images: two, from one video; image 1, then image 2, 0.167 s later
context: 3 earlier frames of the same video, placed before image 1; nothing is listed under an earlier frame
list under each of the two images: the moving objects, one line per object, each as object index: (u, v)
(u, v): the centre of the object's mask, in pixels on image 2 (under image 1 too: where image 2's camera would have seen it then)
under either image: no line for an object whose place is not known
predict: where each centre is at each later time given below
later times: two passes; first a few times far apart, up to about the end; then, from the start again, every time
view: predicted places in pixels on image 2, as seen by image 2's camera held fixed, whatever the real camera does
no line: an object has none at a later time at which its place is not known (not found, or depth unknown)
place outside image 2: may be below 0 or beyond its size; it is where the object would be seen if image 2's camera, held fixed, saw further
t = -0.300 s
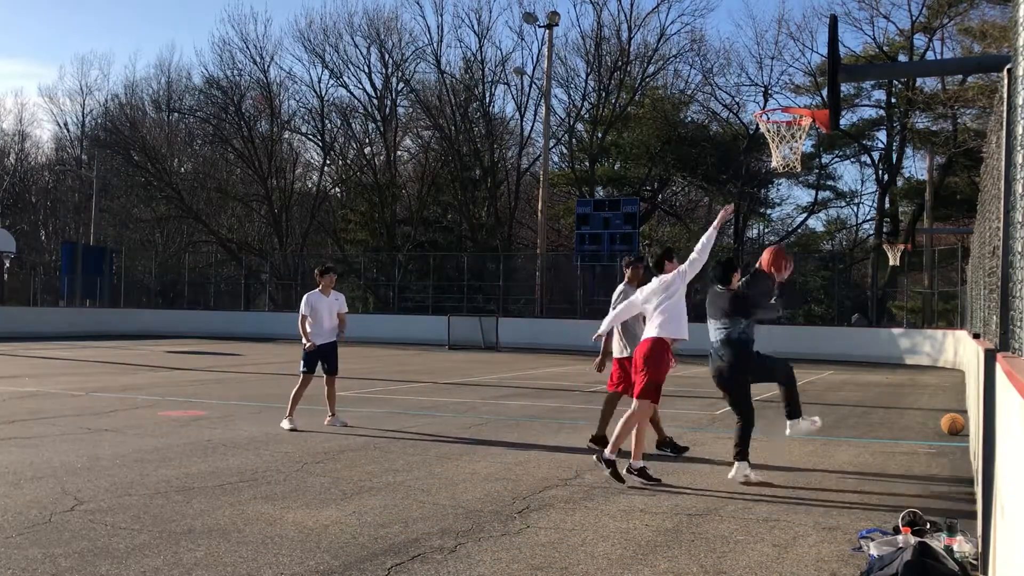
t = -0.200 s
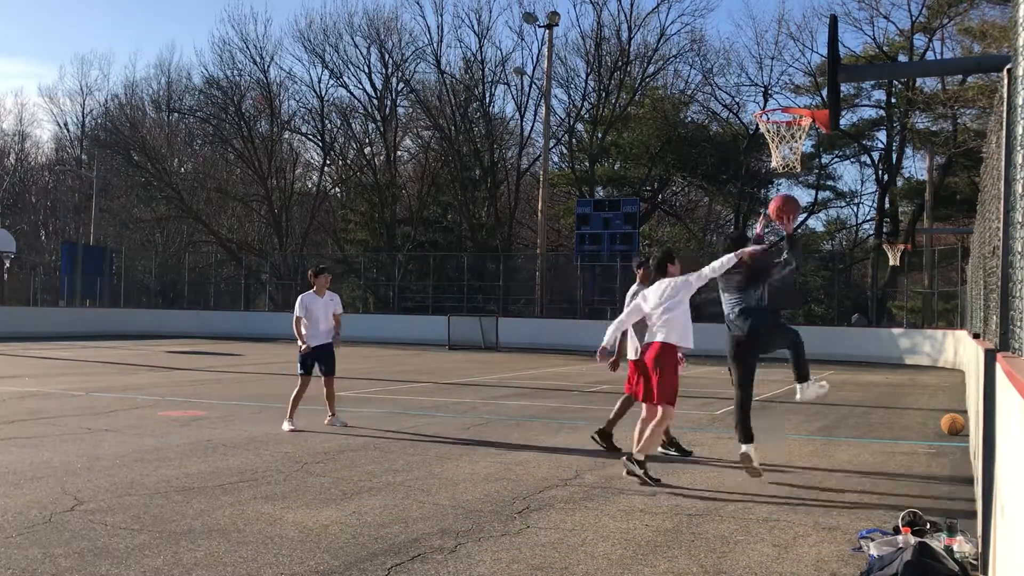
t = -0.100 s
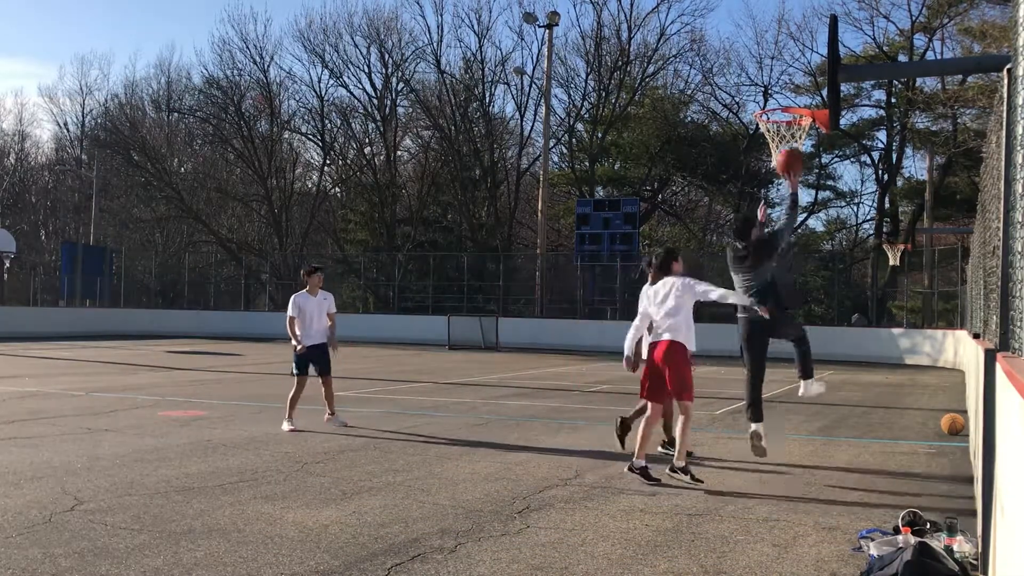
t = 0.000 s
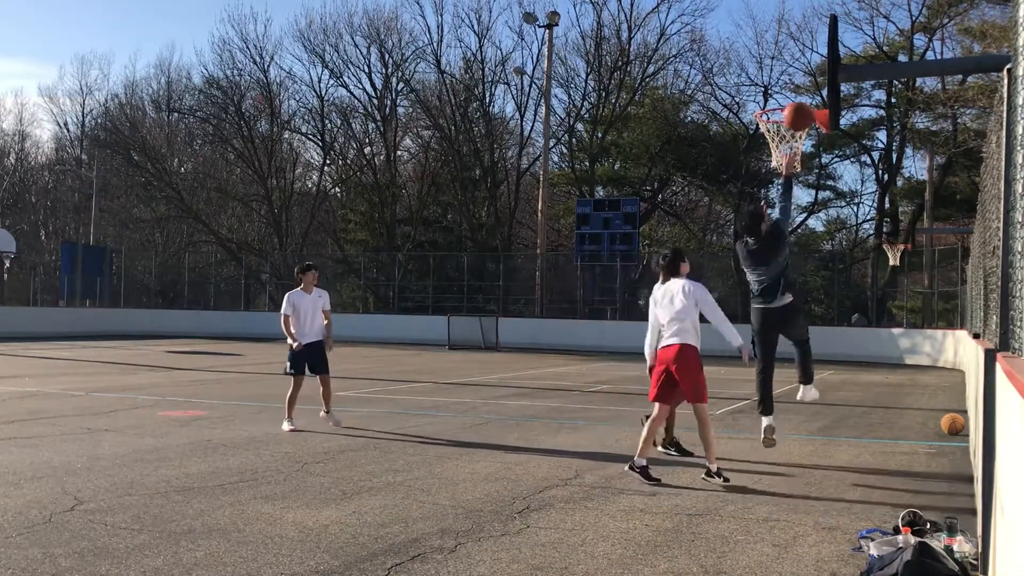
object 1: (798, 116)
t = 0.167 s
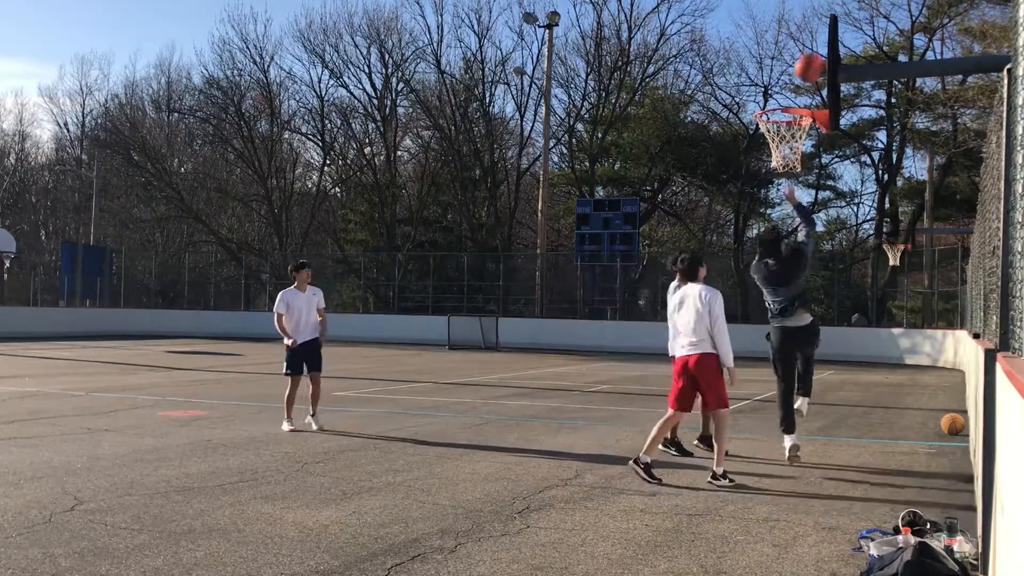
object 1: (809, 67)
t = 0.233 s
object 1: (813, 58)
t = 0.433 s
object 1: (807, 68)
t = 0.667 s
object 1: (786, 106)
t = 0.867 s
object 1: (774, 115)
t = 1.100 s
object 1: (803, 148)
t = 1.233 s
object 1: (805, 171)
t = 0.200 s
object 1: (812, 62)
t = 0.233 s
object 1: (813, 58)
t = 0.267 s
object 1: (812, 57)
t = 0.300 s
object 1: (812, 57)
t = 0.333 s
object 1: (810, 57)
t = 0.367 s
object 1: (809, 59)
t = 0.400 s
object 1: (808, 63)
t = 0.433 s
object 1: (807, 68)
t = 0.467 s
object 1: (805, 73)
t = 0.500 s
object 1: (804, 81)
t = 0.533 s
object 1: (803, 89)
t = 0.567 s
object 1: (802, 97)
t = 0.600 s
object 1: (799, 99)
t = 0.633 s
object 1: (792, 103)
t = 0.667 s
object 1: (786, 106)
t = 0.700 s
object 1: (781, 112)
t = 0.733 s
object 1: (776, 114)
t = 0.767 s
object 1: (775, 114)
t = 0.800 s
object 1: (774, 113)
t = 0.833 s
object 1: (772, 115)
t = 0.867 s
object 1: (774, 115)
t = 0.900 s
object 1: (780, 118)
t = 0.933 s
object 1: (785, 122)
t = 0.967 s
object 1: (790, 125)
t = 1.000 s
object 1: (795, 131)
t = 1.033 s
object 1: (798, 135)
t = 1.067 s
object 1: (801, 142)
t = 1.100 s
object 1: (803, 148)
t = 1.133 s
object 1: (801, 154)
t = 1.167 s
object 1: (804, 158)
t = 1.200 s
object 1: (804, 164)
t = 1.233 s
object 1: (805, 171)
